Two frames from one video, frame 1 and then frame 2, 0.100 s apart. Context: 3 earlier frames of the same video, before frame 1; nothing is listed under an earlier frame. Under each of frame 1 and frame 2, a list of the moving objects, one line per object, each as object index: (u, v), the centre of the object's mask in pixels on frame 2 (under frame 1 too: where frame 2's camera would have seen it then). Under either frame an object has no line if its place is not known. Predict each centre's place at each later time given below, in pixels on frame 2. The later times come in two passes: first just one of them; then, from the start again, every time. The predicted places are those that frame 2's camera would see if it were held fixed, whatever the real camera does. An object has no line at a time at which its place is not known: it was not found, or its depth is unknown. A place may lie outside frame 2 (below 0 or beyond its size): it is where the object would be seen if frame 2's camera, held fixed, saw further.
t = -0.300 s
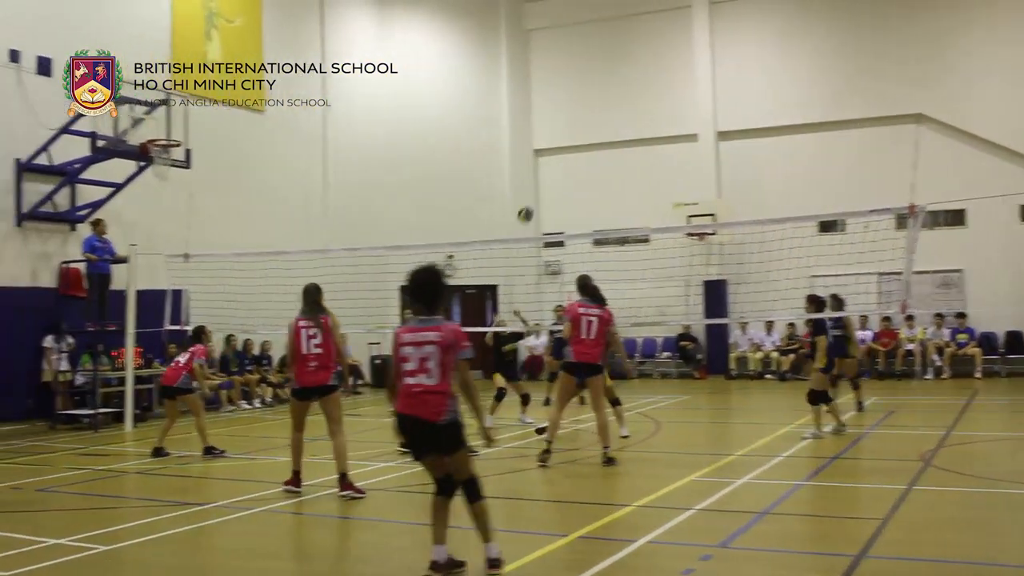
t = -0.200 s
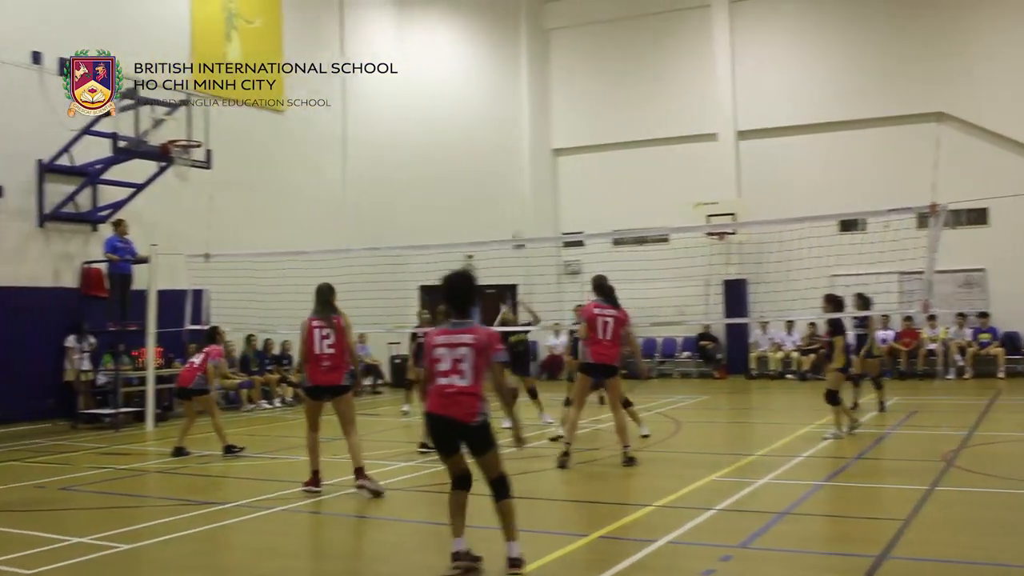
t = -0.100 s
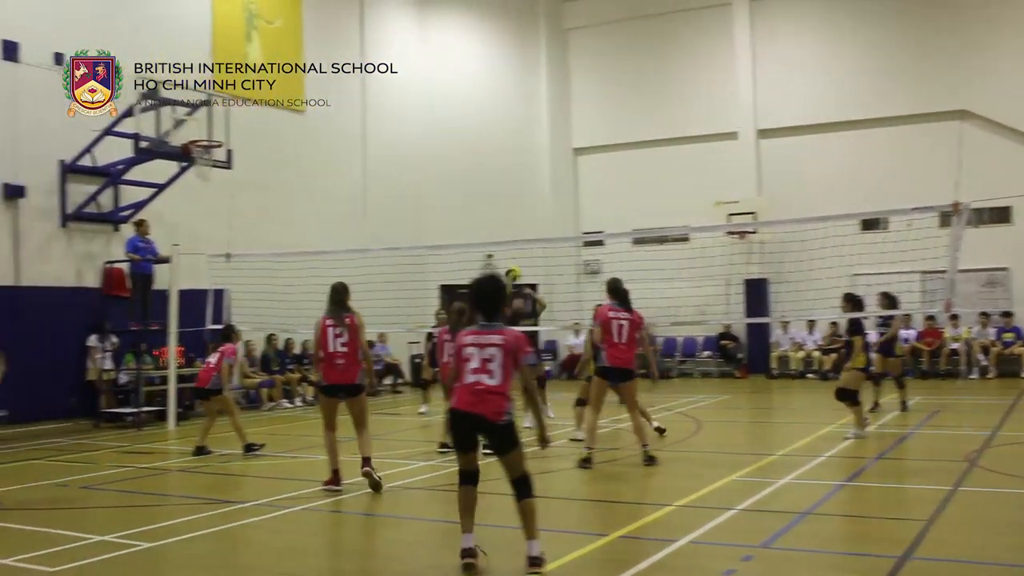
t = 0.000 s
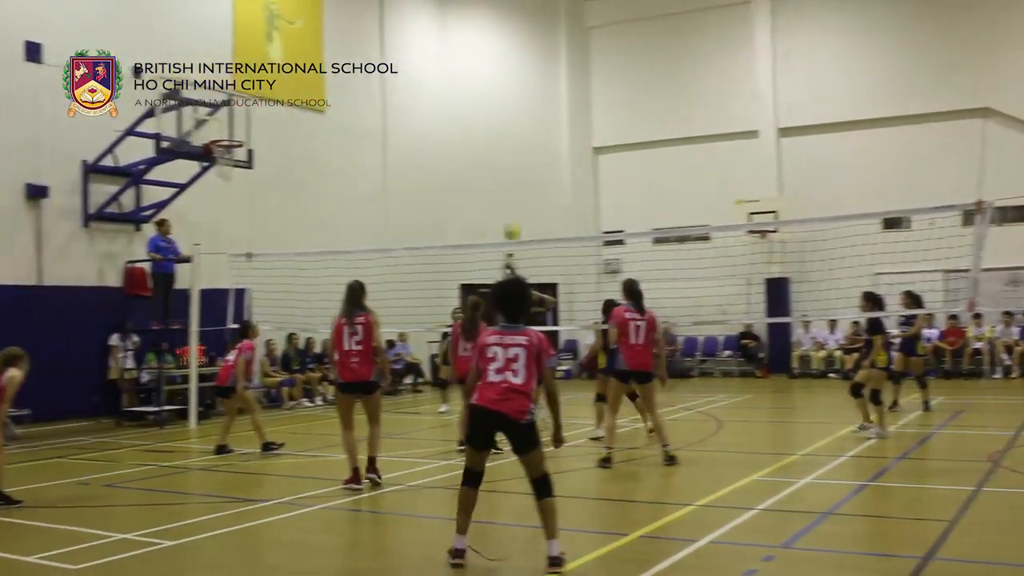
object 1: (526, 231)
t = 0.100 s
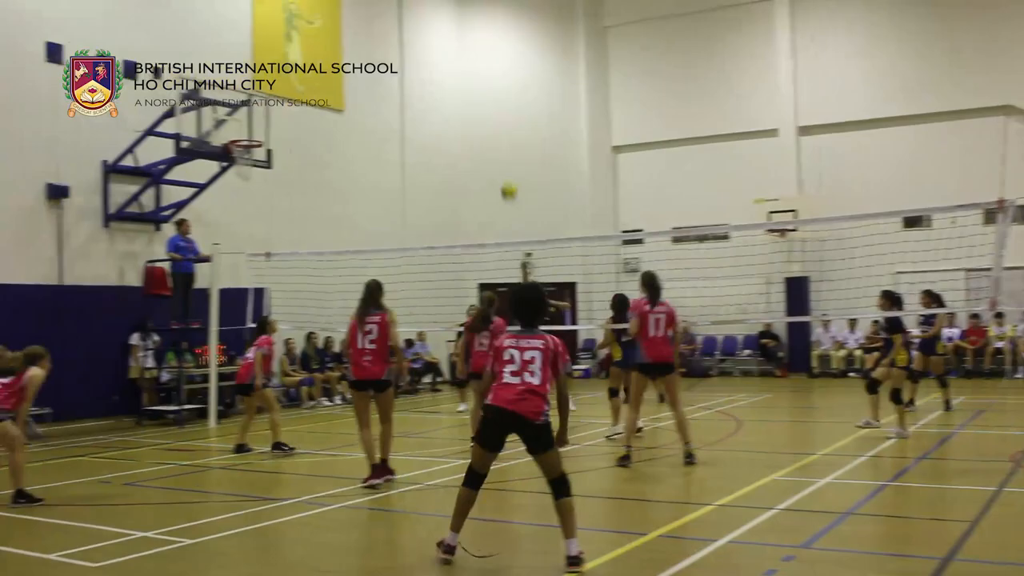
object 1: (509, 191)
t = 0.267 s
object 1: (477, 137)
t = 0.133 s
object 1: (502, 179)
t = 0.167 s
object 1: (496, 168)
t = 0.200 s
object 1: (490, 157)
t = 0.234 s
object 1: (484, 147)
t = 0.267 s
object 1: (477, 137)
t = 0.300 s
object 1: (472, 129)
